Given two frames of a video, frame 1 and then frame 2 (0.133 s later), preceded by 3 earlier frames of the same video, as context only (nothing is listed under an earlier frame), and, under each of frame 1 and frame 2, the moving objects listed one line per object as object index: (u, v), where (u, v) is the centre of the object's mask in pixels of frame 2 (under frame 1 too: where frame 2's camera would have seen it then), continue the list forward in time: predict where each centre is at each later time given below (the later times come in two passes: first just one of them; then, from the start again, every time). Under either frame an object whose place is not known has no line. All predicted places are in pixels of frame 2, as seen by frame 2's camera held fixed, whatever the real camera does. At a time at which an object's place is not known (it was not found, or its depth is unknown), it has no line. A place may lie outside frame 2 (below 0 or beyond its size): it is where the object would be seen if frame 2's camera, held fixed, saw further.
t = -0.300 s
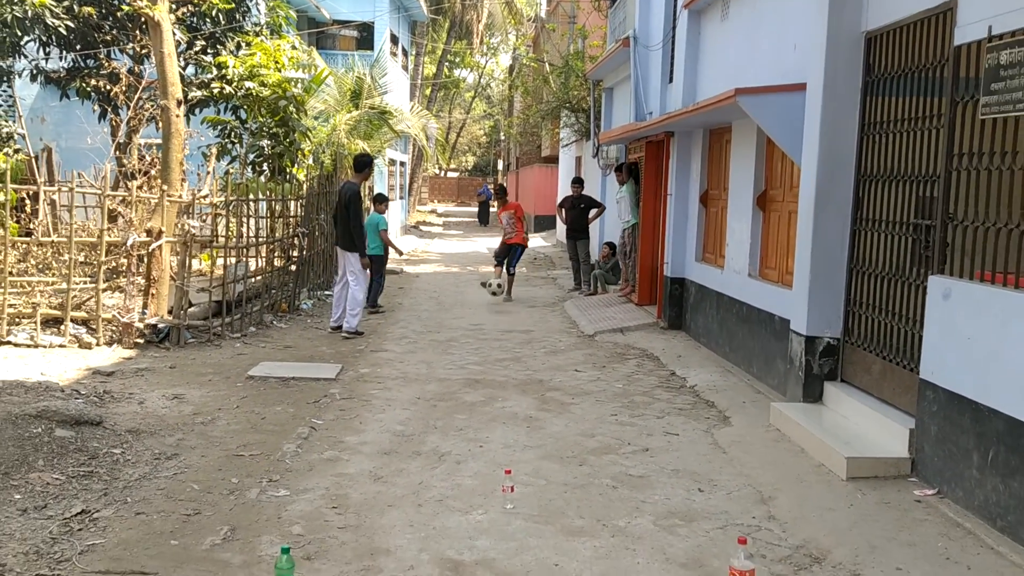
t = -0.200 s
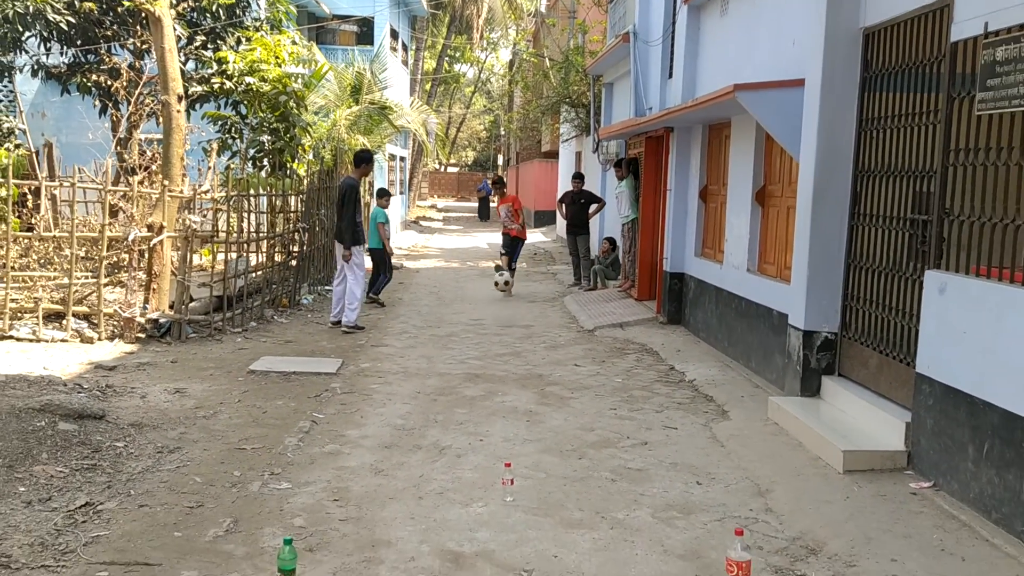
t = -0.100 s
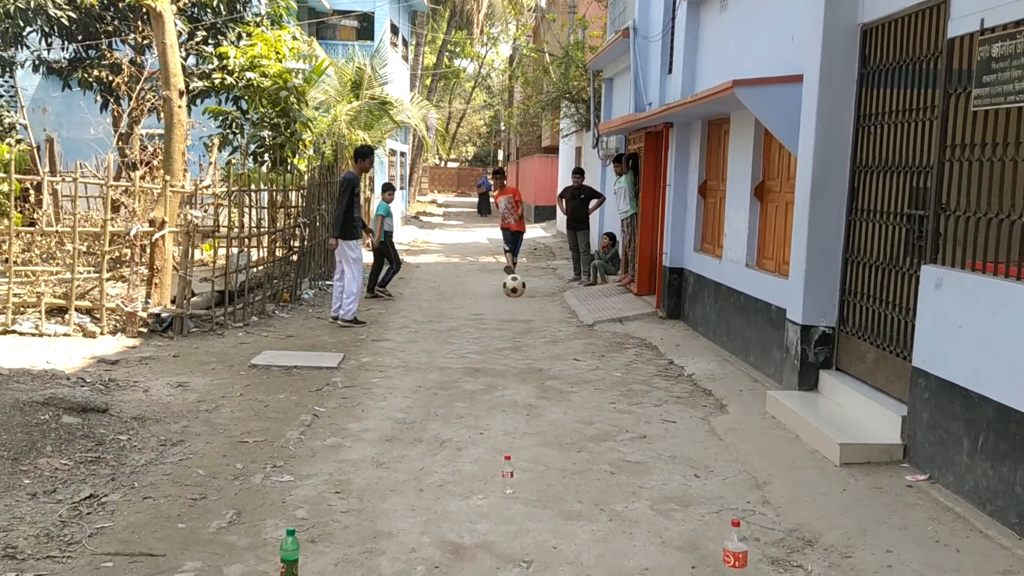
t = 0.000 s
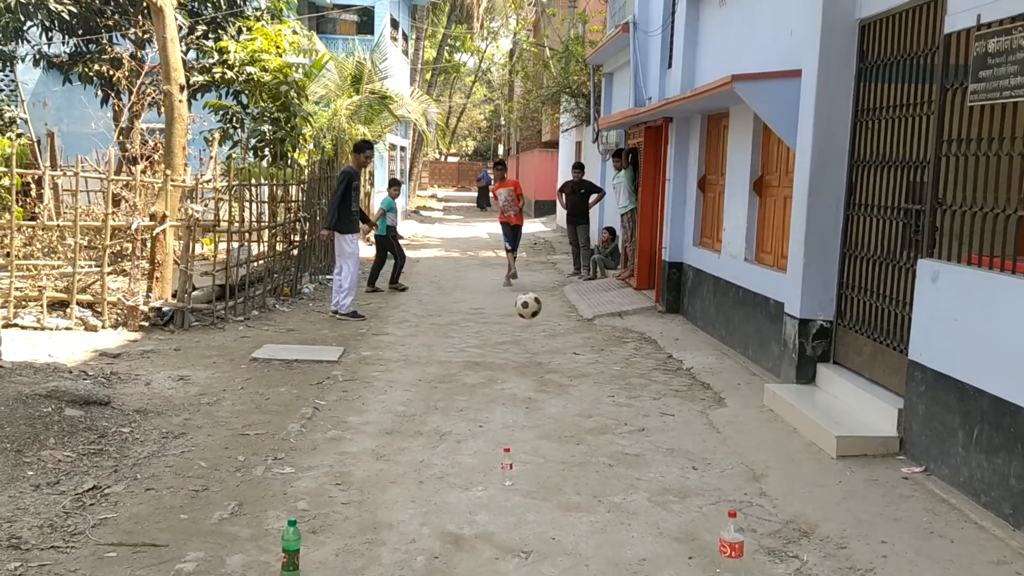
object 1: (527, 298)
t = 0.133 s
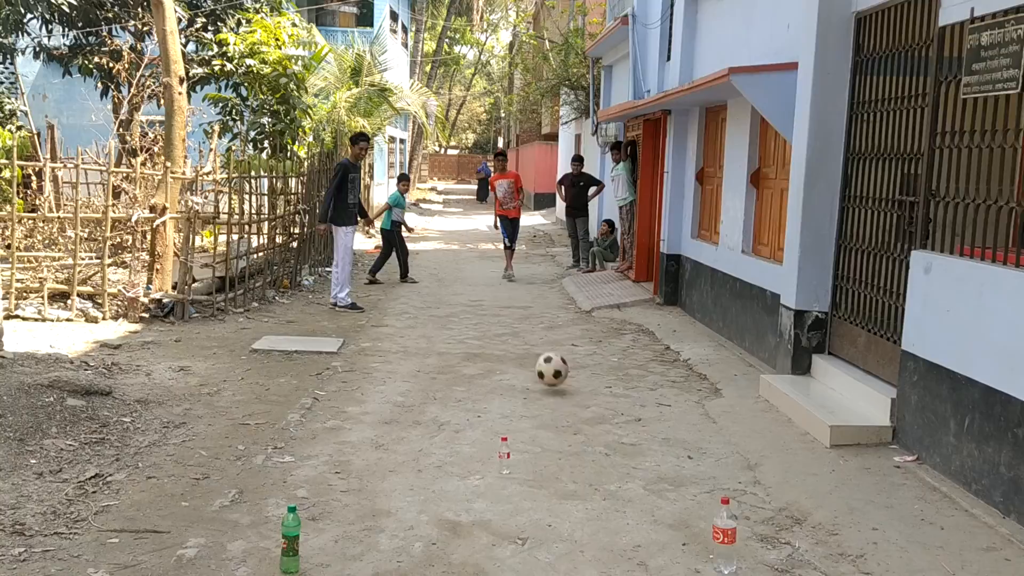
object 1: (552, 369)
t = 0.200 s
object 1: (566, 380)
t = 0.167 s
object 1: (559, 384)
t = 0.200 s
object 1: (566, 380)
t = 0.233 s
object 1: (574, 377)
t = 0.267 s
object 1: (582, 376)
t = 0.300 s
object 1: (591, 376)
